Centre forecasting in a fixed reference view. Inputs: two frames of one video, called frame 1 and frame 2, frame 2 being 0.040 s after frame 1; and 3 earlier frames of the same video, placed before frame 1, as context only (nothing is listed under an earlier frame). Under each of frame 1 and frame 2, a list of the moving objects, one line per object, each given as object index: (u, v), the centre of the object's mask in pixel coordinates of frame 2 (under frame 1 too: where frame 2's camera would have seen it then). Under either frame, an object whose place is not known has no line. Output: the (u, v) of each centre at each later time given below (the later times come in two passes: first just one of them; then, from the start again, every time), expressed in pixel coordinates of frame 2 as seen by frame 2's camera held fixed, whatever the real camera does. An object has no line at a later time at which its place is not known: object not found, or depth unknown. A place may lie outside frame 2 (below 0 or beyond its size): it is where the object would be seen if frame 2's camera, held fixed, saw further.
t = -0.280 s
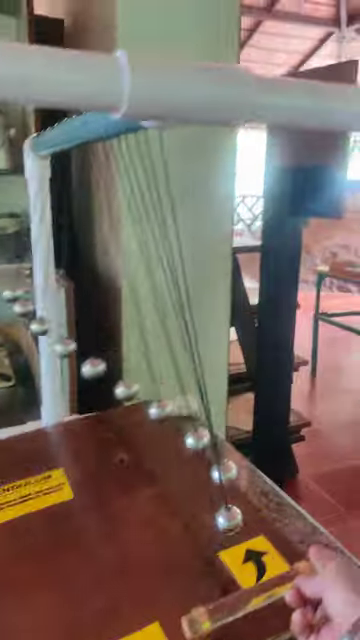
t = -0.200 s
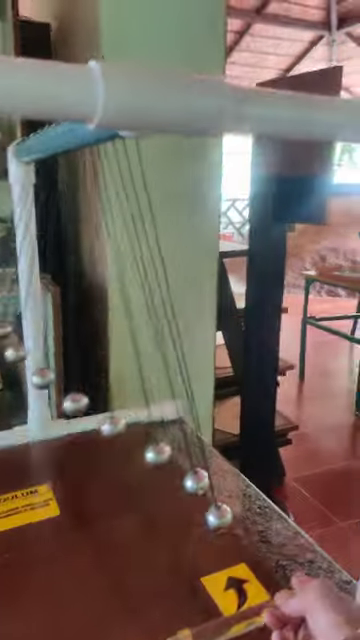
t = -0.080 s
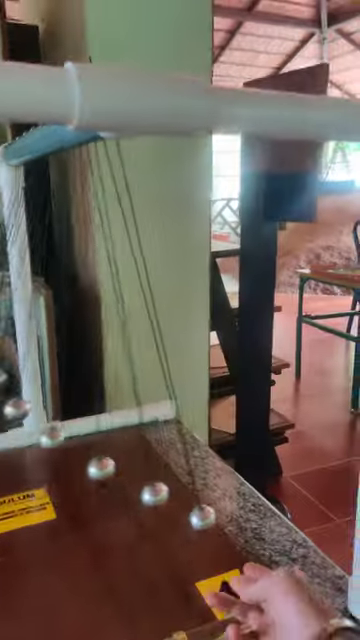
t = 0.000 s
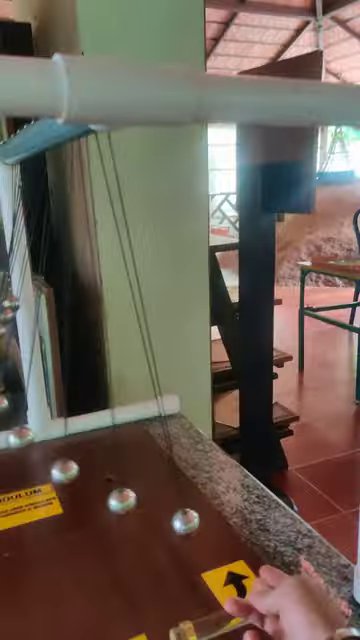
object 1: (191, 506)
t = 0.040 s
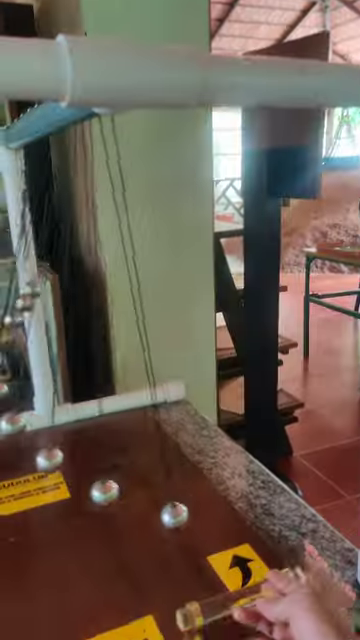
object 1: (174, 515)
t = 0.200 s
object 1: (109, 544)
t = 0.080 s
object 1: (161, 521)
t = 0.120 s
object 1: (147, 528)
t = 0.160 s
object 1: (124, 537)
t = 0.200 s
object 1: (109, 544)
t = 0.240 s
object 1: (86, 551)
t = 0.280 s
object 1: (71, 555)
